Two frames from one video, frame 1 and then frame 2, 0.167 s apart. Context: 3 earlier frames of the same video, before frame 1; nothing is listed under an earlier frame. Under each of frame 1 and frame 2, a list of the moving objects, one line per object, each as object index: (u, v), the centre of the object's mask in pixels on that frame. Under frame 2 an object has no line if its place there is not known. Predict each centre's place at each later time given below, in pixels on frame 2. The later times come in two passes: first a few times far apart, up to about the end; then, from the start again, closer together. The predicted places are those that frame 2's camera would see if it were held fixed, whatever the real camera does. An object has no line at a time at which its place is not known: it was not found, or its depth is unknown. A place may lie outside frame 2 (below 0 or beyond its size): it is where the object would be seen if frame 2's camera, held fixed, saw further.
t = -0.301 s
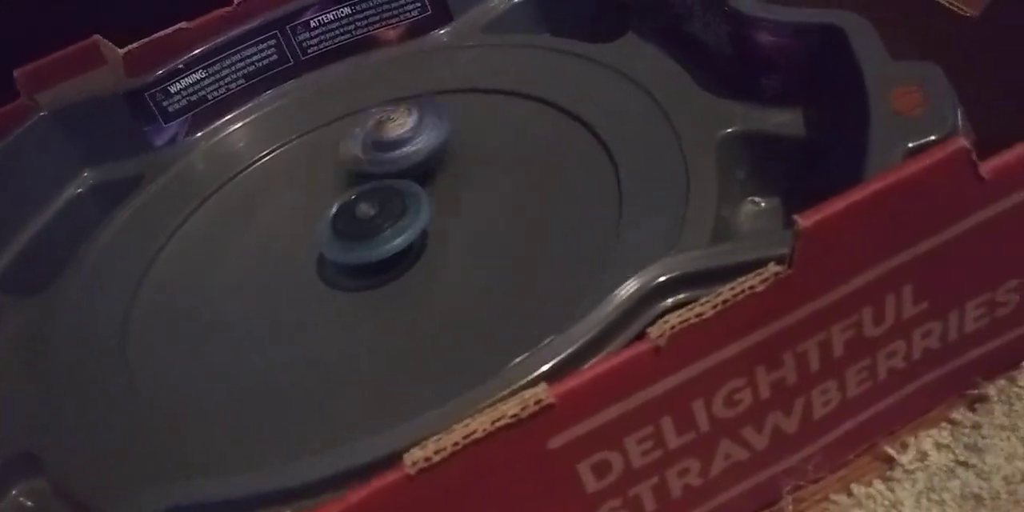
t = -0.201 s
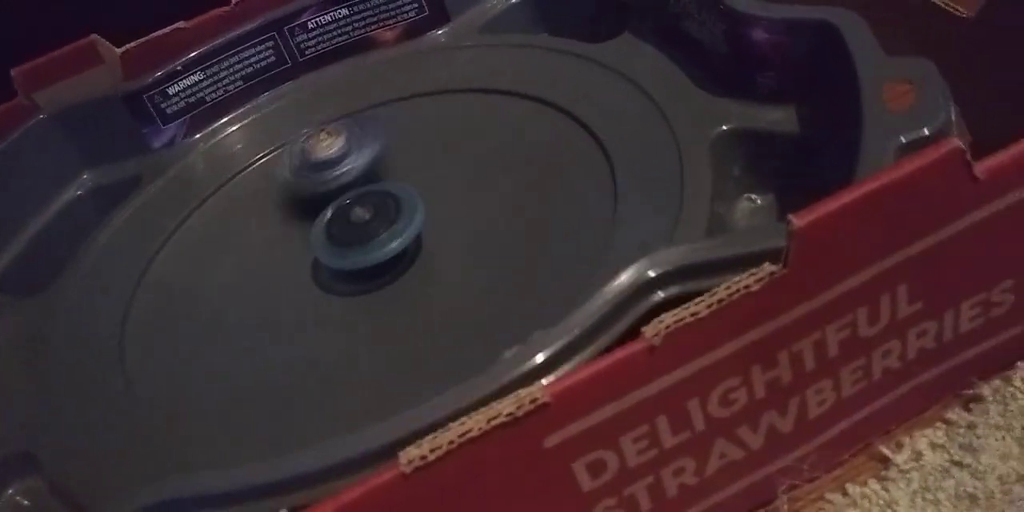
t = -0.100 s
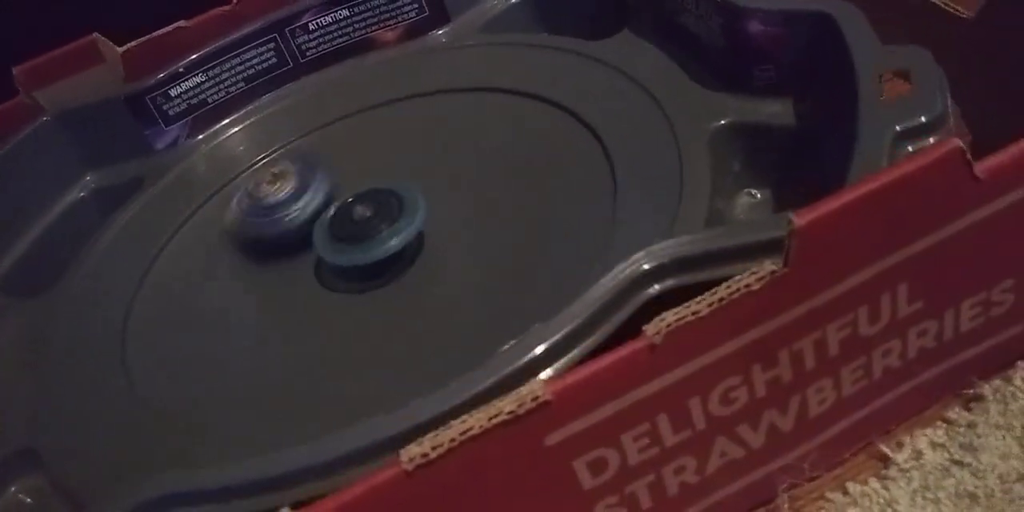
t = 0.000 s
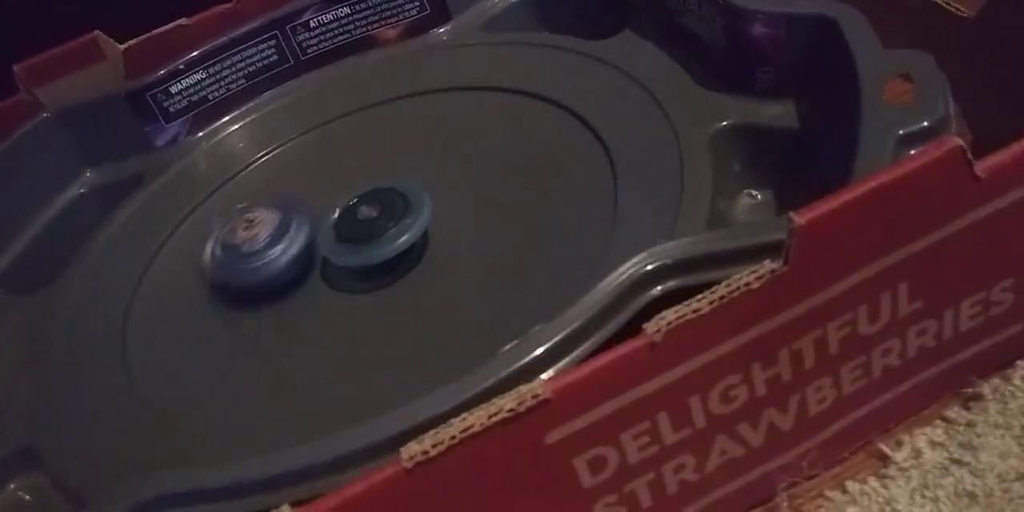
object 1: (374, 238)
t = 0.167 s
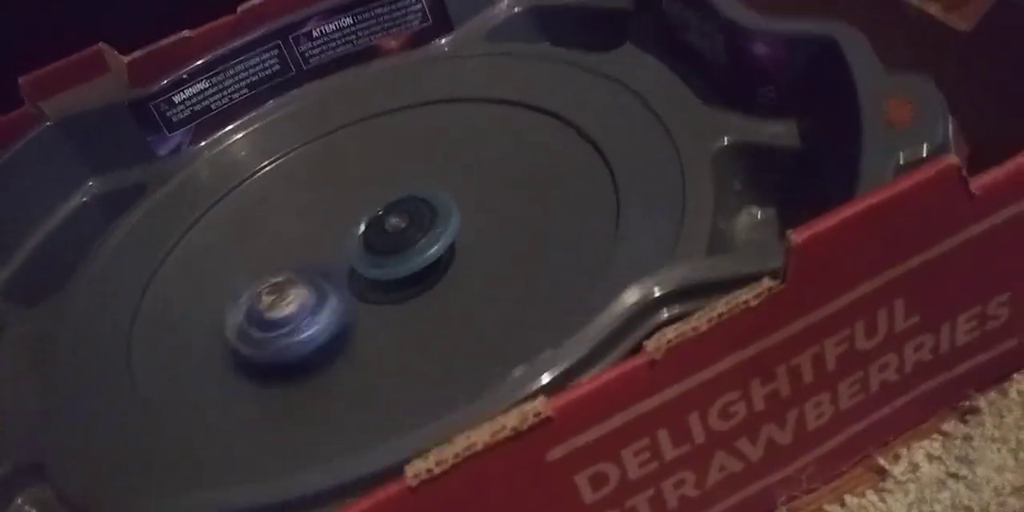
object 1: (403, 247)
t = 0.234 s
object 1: (413, 239)
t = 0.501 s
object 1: (434, 173)
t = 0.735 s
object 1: (422, 136)
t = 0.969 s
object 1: (417, 127)
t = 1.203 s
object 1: (402, 180)
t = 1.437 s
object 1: (409, 90)
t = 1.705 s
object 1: (391, 233)
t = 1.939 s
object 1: (449, 156)
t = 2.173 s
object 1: (459, 155)
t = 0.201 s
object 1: (405, 246)
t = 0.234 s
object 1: (413, 239)
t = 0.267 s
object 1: (420, 234)
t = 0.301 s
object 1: (423, 229)
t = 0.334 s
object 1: (426, 222)
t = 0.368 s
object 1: (426, 218)
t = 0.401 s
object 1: (430, 205)
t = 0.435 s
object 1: (433, 190)
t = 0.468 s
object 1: (433, 180)
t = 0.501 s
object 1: (434, 173)
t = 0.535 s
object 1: (432, 169)
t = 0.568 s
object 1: (431, 167)
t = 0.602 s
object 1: (427, 163)
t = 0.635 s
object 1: (427, 159)
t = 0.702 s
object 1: (423, 148)
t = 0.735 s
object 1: (422, 136)
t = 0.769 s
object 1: (420, 130)
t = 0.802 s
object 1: (420, 127)
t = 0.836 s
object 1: (419, 124)
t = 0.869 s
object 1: (418, 124)
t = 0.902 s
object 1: (417, 124)
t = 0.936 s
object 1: (417, 126)
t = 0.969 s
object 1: (417, 127)
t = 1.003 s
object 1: (418, 132)
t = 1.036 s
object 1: (417, 137)
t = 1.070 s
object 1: (416, 144)
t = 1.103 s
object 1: (414, 153)
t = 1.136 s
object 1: (410, 161)
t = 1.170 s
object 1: (407, 170)
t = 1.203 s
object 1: (402, 180)
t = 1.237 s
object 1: (397, 187)
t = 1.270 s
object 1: (395, 187)
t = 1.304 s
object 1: (409, 142)
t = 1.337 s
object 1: (421, 105)
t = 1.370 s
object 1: (413, 90)
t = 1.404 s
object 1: (408, 86)
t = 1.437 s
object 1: (409, 90)
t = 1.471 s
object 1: (418, 99)
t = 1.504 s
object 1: (421, 119)
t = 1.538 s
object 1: (418, 139)
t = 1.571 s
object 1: (413, 154)
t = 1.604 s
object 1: (407, 179)
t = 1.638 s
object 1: (402, 199)
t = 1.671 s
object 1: (397, 216)
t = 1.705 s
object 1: (391, 233)
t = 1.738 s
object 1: (384, 242)
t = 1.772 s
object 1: (381, 247)
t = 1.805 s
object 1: (390, 241)
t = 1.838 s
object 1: (406, 219)
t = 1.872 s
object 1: (425, 197)
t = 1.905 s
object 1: (436, 179)
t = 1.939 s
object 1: (449, 156)
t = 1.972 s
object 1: (453, 148)
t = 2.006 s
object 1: (453, 151)
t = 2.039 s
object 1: (454, 149)
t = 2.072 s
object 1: (455, 147)
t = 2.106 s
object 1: (457, 149)
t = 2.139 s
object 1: (459, 152)
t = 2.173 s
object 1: (459, 155)
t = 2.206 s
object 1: (458, 162)
